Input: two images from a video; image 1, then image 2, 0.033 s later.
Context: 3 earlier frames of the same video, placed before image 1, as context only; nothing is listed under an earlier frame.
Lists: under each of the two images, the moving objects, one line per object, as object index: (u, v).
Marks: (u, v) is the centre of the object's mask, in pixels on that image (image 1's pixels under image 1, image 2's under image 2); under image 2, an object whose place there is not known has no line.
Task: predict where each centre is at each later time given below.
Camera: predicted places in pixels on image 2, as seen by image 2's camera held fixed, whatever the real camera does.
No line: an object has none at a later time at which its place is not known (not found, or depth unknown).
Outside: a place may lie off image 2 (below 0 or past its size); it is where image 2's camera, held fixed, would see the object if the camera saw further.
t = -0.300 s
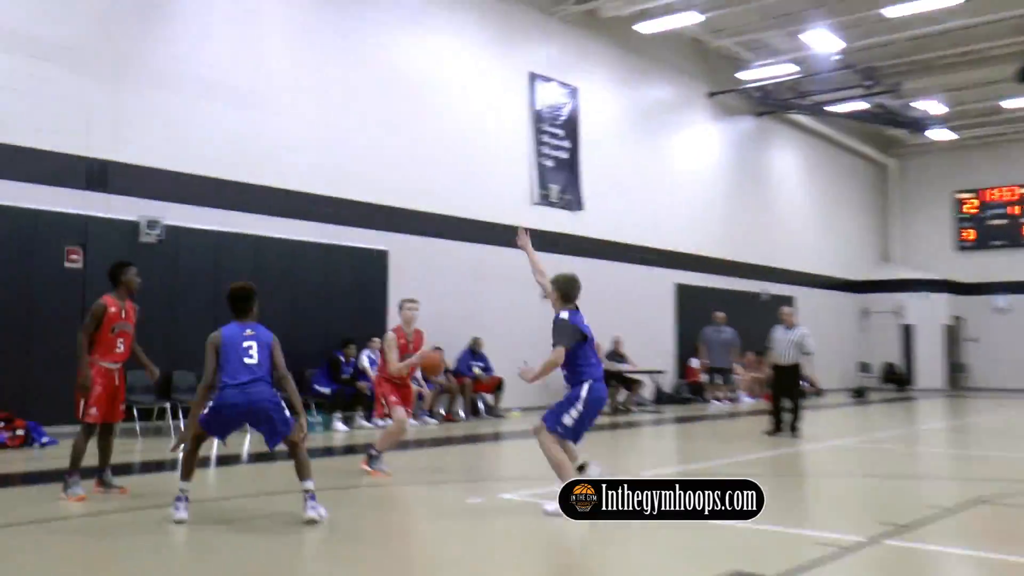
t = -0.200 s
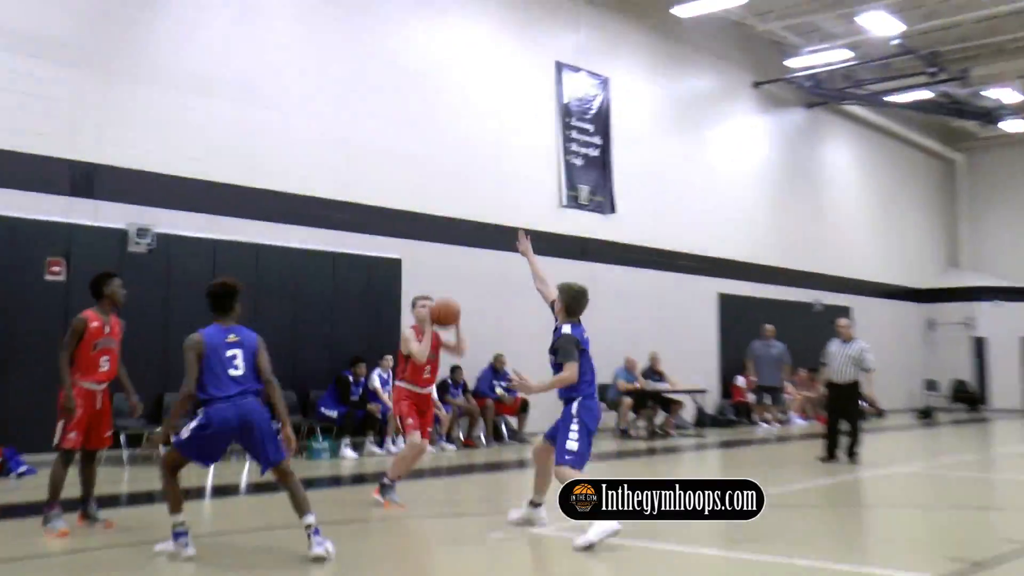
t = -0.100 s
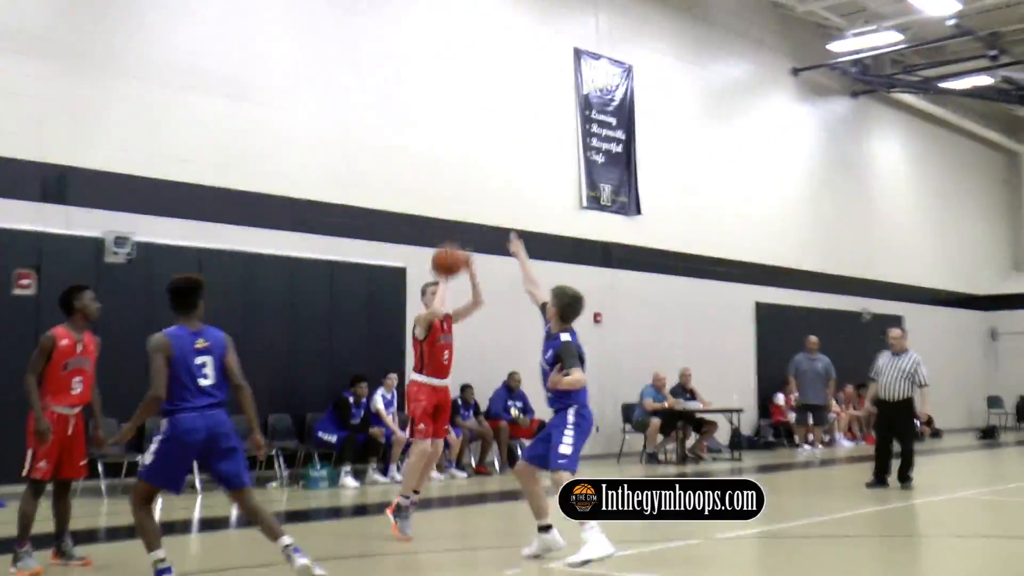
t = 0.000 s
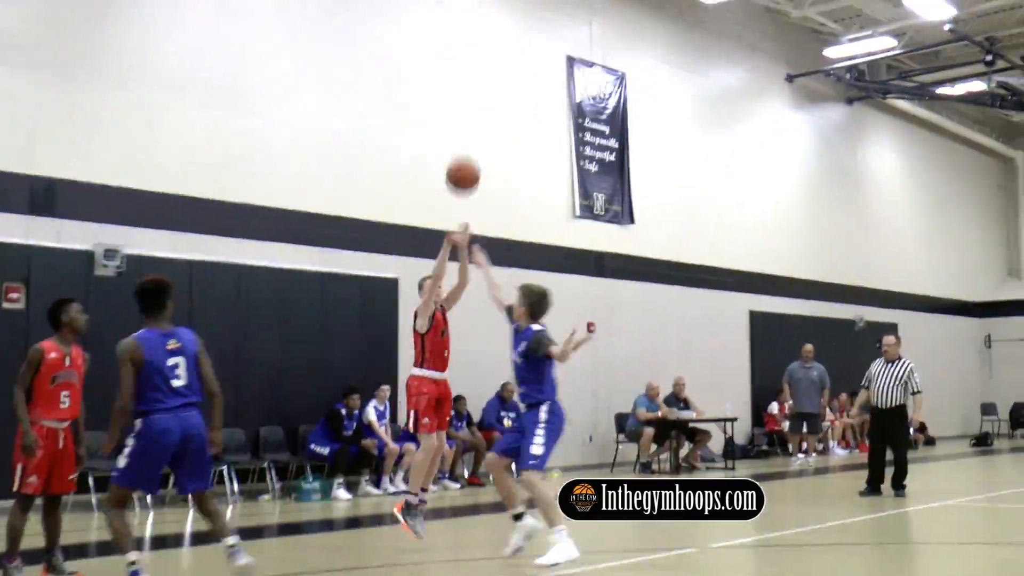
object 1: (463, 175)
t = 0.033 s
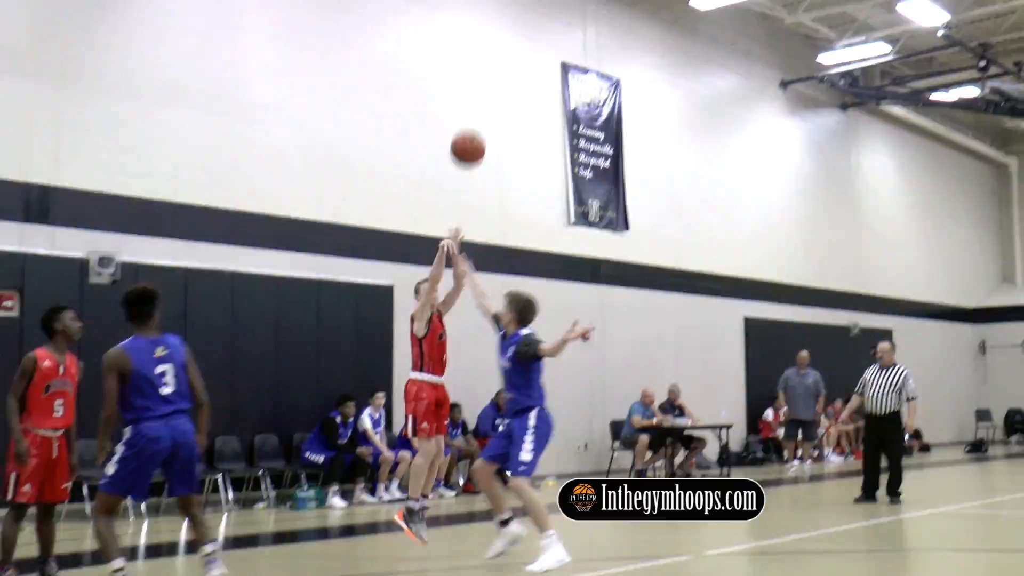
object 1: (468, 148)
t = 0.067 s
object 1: (480, 114)
